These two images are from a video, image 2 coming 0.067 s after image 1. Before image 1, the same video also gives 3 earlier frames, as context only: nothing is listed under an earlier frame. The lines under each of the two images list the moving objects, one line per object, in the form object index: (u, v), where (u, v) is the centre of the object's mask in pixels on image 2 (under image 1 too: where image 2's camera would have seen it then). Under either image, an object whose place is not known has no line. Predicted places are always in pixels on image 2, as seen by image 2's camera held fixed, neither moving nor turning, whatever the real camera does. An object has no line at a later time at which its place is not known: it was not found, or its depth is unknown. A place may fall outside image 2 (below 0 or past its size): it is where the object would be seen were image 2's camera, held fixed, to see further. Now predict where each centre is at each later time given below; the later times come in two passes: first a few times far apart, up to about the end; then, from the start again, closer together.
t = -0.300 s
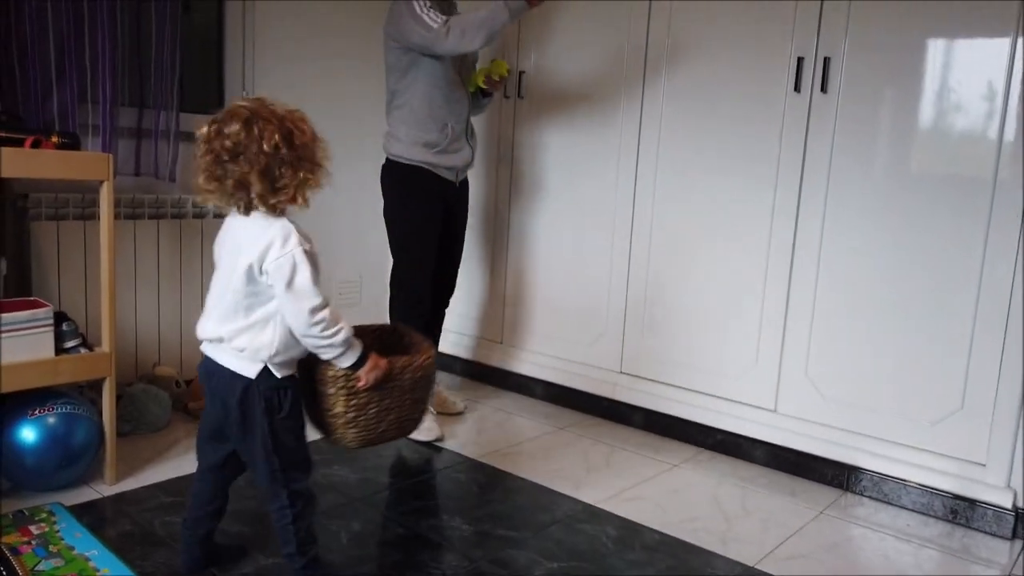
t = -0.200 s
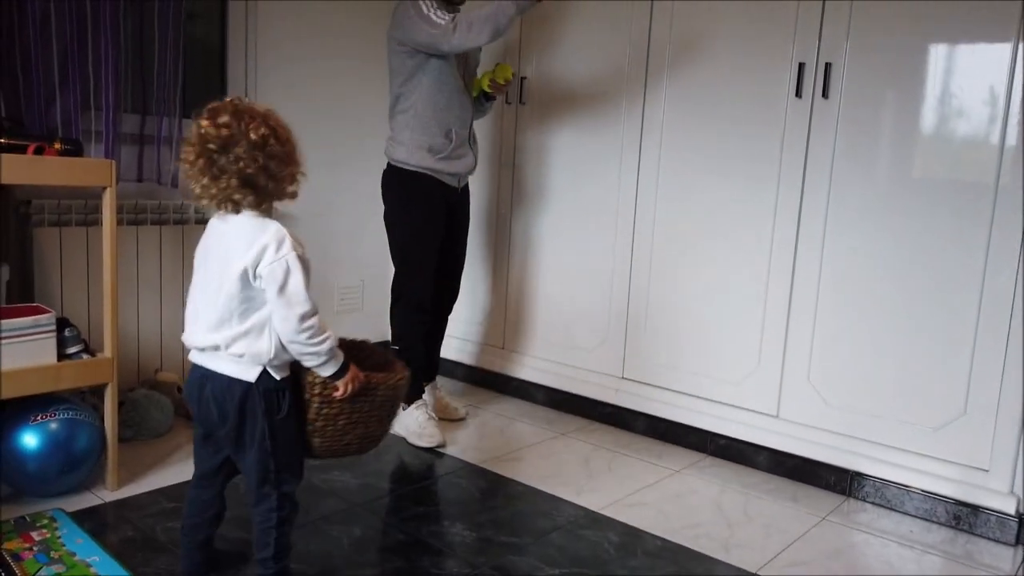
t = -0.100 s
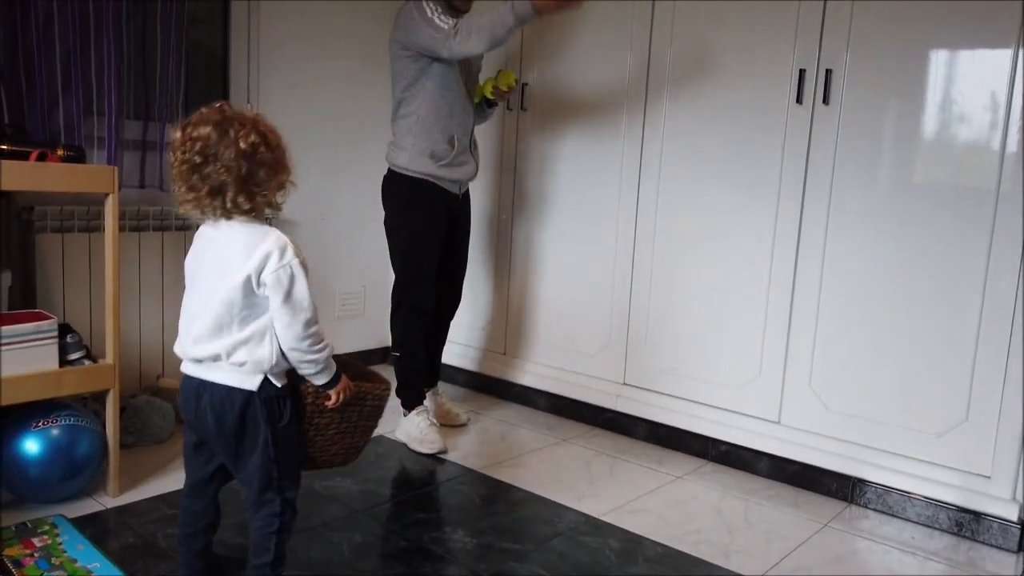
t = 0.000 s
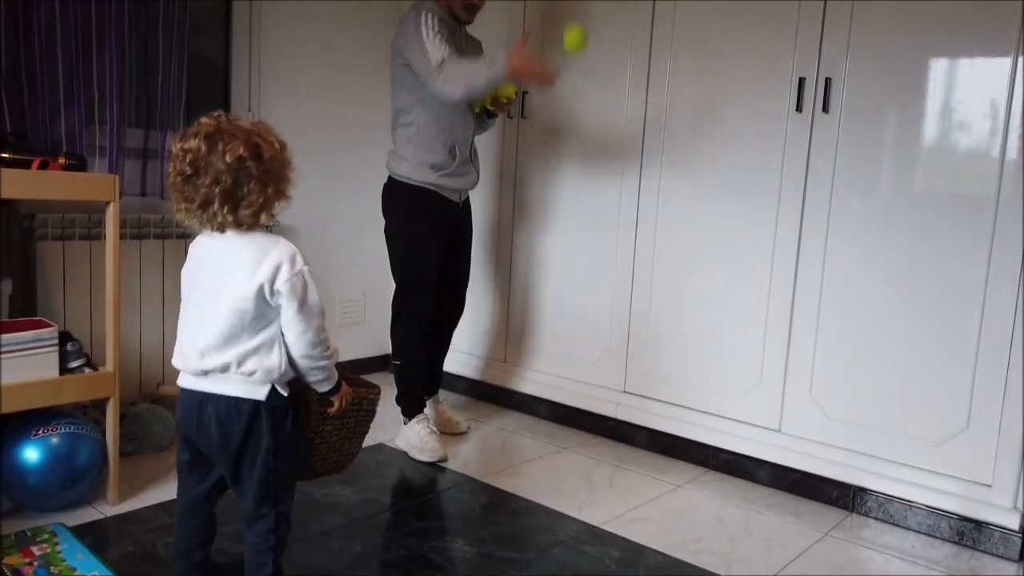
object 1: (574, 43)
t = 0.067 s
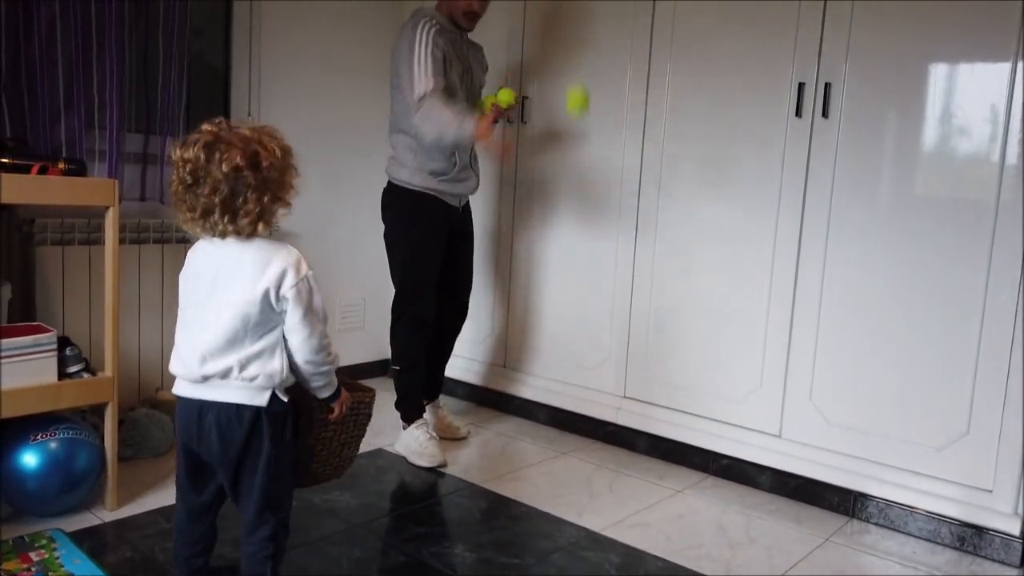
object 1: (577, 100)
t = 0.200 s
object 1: (580, 268)
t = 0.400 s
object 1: (586, 454)
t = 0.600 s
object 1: (623, 273)
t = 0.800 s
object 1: (651, 231)
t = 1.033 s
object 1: (669, 377)
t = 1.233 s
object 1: (687, 463)
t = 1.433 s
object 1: (722, 359)
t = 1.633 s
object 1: (744, 403)
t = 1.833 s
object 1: (759, 516)
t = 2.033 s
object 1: (785, 433)
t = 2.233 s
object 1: (795, 497)
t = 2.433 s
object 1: (819, 487)
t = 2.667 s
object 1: (844, 533)
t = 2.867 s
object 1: (869, 511)
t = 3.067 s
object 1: (888, 551)
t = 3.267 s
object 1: (910, 552)
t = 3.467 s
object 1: (926, 550)
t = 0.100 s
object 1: (577, 135)
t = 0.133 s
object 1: (578, 174)
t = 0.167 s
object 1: (579, 218)
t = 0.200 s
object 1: (580, 268)
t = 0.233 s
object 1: (579, 319)
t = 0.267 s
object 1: (579, 375)
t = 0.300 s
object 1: (577, 435)
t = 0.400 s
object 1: (586, 454)
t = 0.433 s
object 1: (593, 420)
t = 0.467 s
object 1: (600, 380)
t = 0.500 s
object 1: (606, 348)
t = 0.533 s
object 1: (612, 320)
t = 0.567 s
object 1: (617, 295)
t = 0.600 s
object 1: (623, 273)
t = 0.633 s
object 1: (629, 256)
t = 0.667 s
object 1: (633, 243)
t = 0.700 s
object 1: (638, 234)
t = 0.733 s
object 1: (643, 229)
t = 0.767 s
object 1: (647, 228)
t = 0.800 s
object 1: (651, 231)
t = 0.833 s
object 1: (655, 239)
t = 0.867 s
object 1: (658, 251)
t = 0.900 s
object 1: (661, 267)
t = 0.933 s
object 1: (664, 288)
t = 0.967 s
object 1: (666, 313)
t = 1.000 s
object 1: (667, 343)
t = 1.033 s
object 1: (669, 377)
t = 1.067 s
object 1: (670, 417)
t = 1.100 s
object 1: (670, 458)
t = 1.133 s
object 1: (671, 504)
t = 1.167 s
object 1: (674, 529)
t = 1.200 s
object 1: (680, 495)
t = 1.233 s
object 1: (687, 463)
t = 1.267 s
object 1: (693, 439)
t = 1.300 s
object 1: (699, 413)
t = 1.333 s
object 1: (705, 394)
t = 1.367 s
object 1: (711, 379)
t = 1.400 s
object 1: (717, 367)
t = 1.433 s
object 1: (722, 359)
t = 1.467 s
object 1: (727, 356)
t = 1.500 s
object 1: (731, 357)
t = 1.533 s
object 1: (735, 362)
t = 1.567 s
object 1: (739, 372)
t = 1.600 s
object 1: (742, 384)
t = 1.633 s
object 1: (744, 403)
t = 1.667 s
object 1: (747, 424)
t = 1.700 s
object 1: (749, 454)
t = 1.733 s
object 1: (751, 481)
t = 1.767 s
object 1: (752, 518)
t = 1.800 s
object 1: (754, 539)
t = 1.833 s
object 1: (759, 516)
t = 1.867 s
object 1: (764, 491)
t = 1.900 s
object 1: (769, 476)
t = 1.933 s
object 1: (773, 459)
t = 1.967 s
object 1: (778, 445)
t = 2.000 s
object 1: (781, 437)
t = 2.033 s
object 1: (785, 433)
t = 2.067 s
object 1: (788, 434)
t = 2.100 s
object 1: (790, 438)
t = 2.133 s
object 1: (792, 447)
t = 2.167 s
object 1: (793, 460)
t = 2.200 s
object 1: (795, 479)
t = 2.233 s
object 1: (795, 497)
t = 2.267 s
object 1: (796, 523)
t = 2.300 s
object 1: (796, 542)
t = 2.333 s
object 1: (803, 525)
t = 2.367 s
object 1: (809, 509)
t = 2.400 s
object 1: (814, 495)
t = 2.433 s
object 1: (819, 487)
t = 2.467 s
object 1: (824, 481)
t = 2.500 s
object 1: (828, 479)
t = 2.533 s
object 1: (832, 482)
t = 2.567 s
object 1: (836, 489)
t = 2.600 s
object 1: (839, 500)
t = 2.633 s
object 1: (842, 514)
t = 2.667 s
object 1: (844, 533)
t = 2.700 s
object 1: (845, 550)
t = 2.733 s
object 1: (852, 542)
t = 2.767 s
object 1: (857, 529)
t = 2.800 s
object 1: (862, 519)
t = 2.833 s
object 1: (866, 513)
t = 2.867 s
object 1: (869, 511)
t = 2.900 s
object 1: (873, 513)
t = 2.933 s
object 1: (876, 520)
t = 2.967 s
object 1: (879, 531)
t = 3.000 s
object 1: (881, 547)
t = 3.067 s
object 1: (888, 551)
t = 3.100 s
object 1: (892, 541)
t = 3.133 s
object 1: (897, 534)
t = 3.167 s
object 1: (901, 533)
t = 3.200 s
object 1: (904, 535)
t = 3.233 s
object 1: (907, 541)
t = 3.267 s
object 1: (910, 552)
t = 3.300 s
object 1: (911, 562)
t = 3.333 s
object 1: (915, 558)
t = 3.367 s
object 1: (919, 550)
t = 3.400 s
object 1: (921, 546)
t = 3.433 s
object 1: (924, 546)
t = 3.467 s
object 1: (926, 550)
